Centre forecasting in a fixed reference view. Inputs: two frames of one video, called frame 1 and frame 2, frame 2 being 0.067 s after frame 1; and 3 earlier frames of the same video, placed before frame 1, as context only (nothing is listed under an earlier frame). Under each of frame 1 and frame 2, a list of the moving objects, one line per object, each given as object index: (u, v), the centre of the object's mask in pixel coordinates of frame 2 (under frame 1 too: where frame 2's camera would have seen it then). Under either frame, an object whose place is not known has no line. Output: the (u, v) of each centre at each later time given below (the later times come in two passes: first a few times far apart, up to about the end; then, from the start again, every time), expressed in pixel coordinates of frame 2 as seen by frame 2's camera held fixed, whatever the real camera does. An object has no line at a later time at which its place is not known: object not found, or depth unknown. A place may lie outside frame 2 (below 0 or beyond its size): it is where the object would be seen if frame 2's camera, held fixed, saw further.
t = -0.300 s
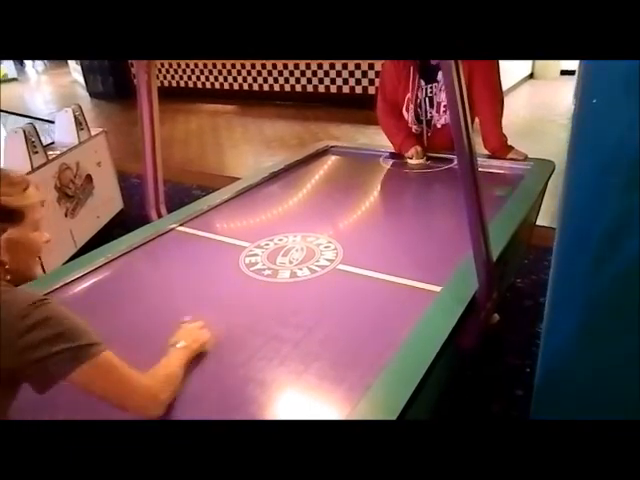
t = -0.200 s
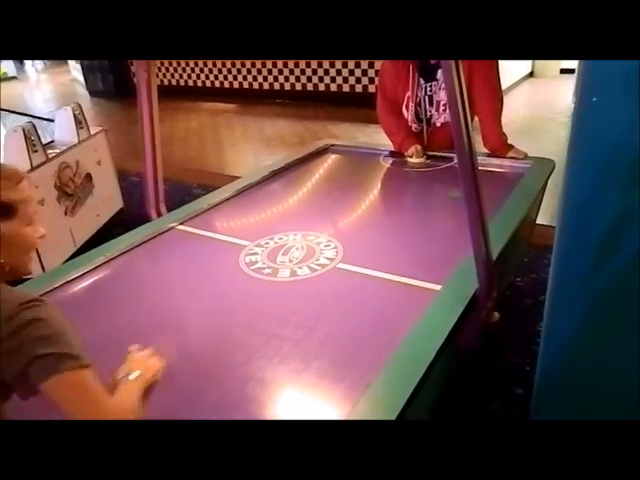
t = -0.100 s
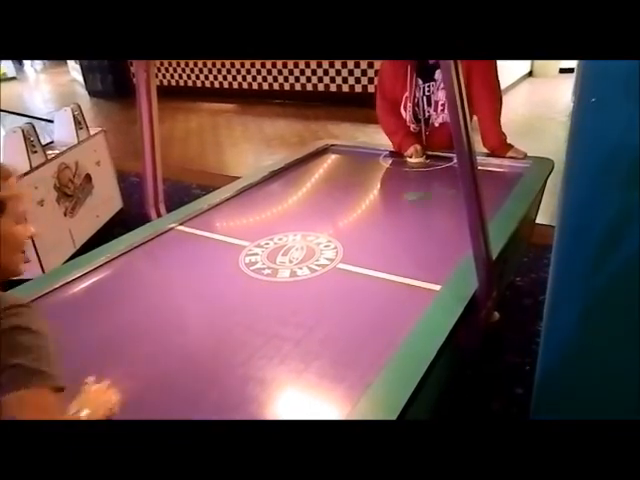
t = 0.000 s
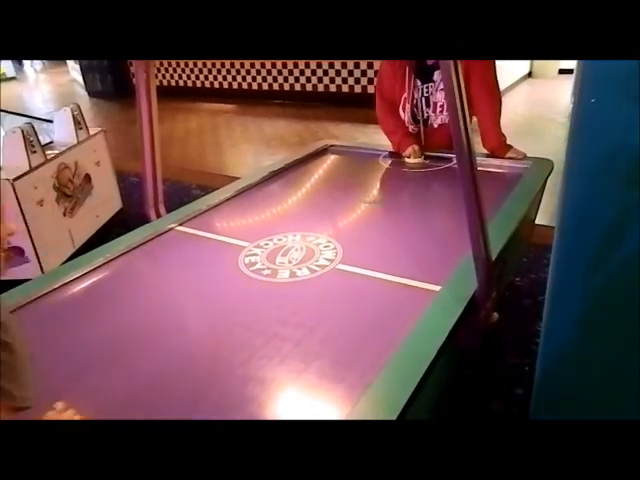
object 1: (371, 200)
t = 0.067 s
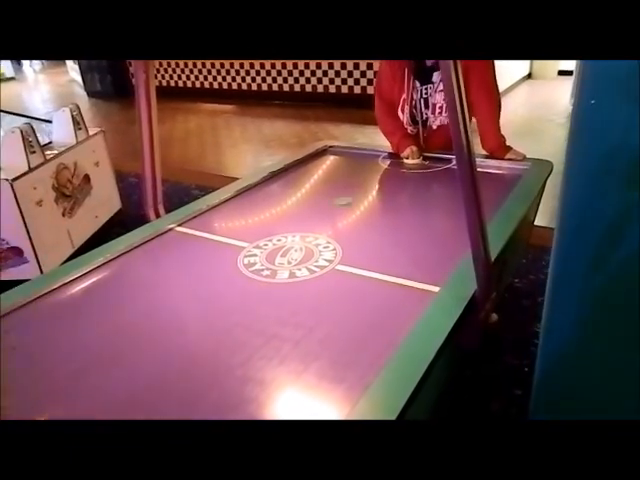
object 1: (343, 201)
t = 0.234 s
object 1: (272, 207)
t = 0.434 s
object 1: (231, 214)
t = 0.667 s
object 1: (268, 236)
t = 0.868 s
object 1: (308, 257)
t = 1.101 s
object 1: (364, 290)
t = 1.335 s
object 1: (393, 317)
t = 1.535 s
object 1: (329, 310)
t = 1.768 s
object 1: (261, 304)
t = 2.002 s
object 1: (199, 297)
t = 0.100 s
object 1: (328, 202)
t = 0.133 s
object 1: (315, 202)
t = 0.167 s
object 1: (304, 203)
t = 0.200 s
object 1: (285, 206)
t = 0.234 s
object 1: (272, 207)
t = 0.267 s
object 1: (258, 205)
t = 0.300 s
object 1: (247, 206)
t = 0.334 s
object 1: (232, 206)
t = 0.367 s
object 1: (224, 208)
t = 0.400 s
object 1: (225, 212)
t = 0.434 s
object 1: (231, 214)
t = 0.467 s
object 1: (236, 216)
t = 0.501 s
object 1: (241, 220)
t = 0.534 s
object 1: (246, 222)
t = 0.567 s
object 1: (250, 227)
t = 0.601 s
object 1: (257, 230)
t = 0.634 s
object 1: (263, 232)
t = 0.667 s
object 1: (268, 236)
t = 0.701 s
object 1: (277, 239)
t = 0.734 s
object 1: (280, 241)
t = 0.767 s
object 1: (289, 247)
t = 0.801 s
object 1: (296, 249)
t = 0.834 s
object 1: (302, 253)
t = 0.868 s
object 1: (308, 257)
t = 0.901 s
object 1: (317, 263)
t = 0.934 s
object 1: (324, 266)
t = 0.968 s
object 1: (330, 271)
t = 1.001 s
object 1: (338, 276)
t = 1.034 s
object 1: (348, 281)
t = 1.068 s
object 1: (355, 285)
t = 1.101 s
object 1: (364, 290)
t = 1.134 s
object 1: (372, 296)
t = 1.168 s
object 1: (383, 301)
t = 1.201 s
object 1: (392, 307)
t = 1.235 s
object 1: (401, 312)
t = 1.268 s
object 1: (408, 317)
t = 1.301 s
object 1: (403, 318)
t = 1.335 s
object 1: (393, 317)
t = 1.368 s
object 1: (383, 316)
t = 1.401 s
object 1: (372, 315)
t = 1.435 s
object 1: (361, 314)
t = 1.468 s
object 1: (350, 312)
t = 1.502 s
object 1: (339, 311)
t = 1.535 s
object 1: (329, 310)
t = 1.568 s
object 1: (320, 309)
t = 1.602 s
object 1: (309, 308)
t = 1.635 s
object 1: (300, 307)
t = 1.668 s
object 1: (289, 306)
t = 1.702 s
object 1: (280, 306)
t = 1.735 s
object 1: (271, 304)
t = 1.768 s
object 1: (261, 304)
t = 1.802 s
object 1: (251, 302)
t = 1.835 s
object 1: (242, 301)
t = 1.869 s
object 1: (233, 300)
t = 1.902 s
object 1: (224, 300)
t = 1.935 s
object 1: (216, 299)
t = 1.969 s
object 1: (207, 298)
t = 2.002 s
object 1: (199, 297)
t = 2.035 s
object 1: (190, 296)
